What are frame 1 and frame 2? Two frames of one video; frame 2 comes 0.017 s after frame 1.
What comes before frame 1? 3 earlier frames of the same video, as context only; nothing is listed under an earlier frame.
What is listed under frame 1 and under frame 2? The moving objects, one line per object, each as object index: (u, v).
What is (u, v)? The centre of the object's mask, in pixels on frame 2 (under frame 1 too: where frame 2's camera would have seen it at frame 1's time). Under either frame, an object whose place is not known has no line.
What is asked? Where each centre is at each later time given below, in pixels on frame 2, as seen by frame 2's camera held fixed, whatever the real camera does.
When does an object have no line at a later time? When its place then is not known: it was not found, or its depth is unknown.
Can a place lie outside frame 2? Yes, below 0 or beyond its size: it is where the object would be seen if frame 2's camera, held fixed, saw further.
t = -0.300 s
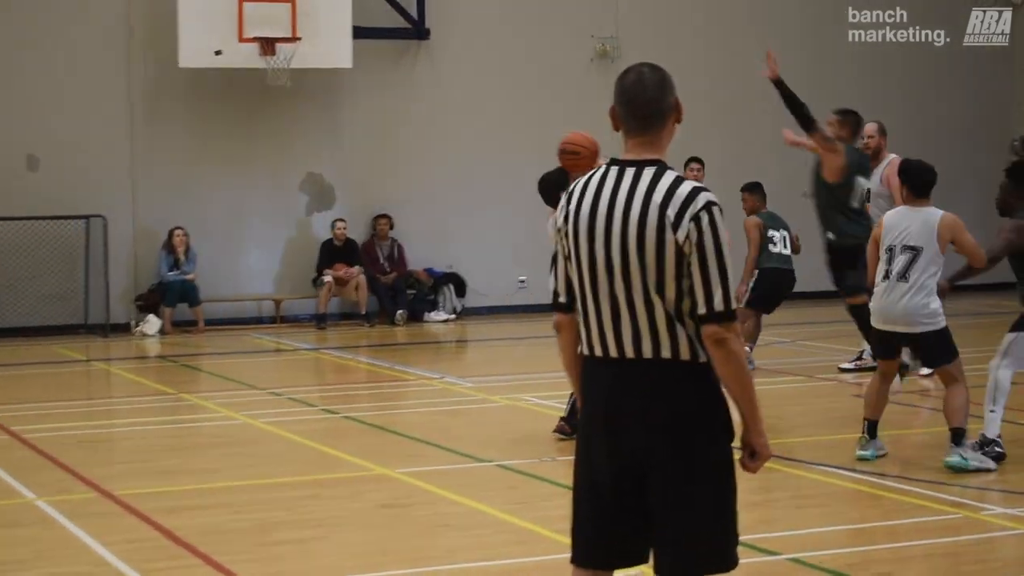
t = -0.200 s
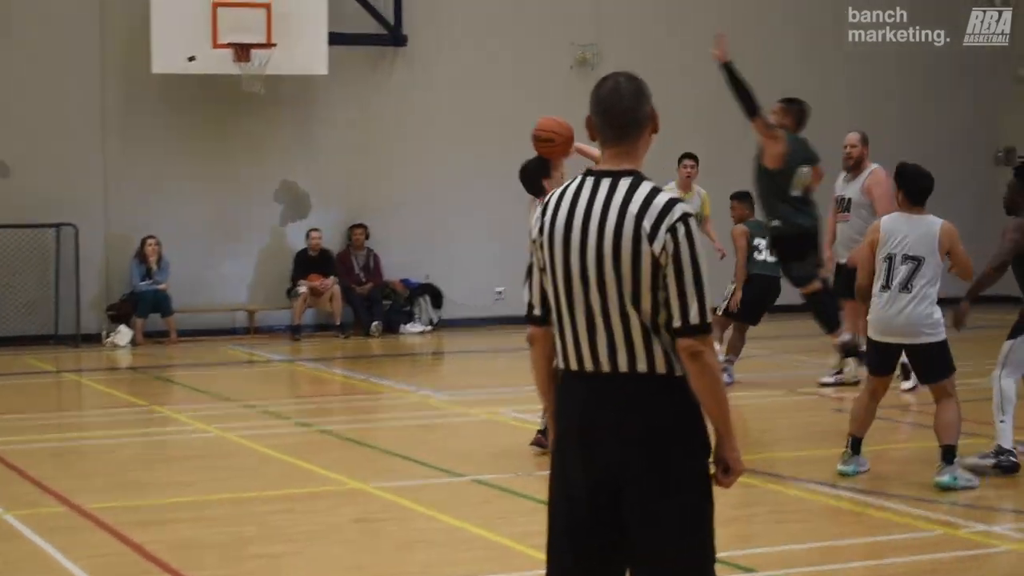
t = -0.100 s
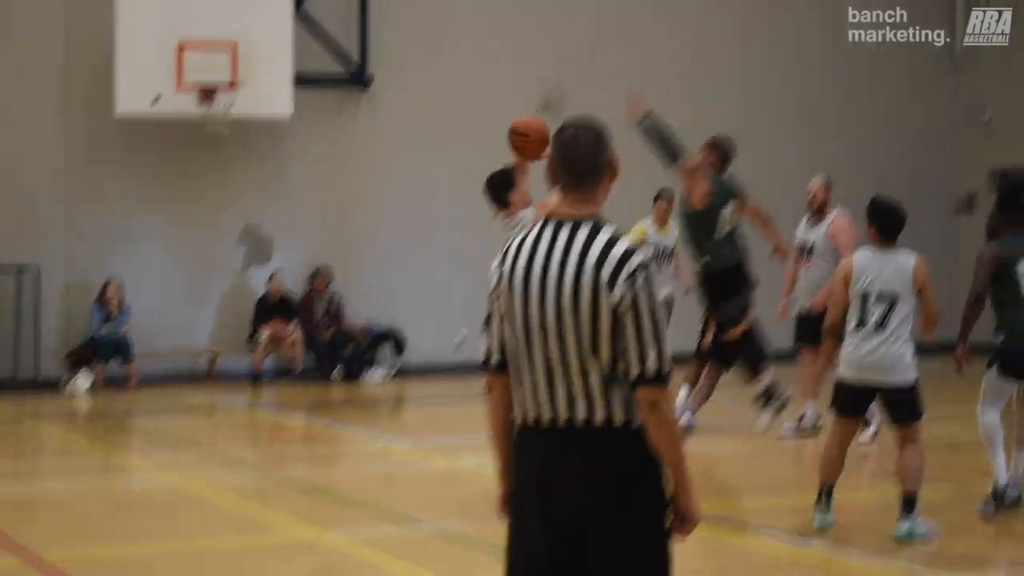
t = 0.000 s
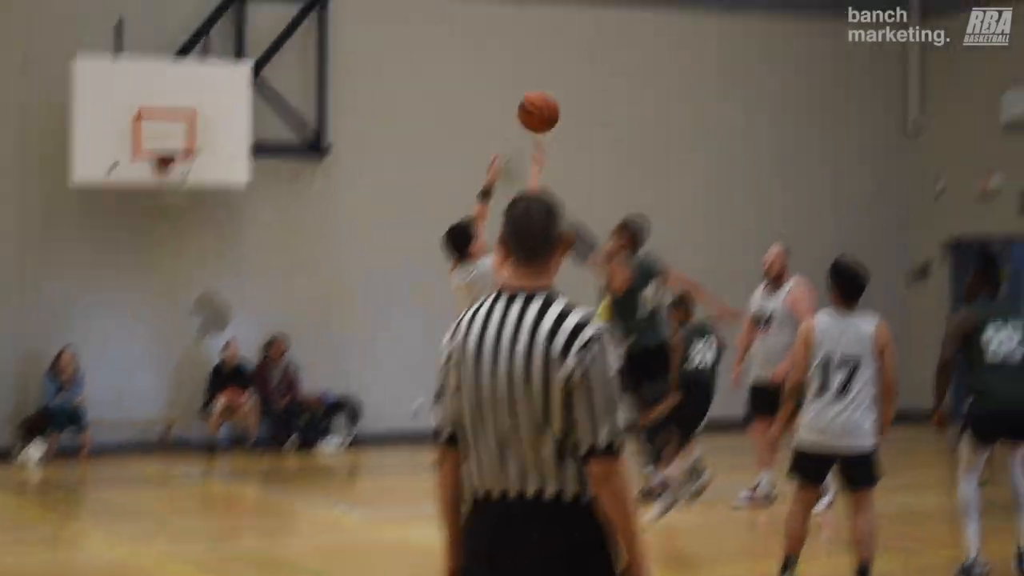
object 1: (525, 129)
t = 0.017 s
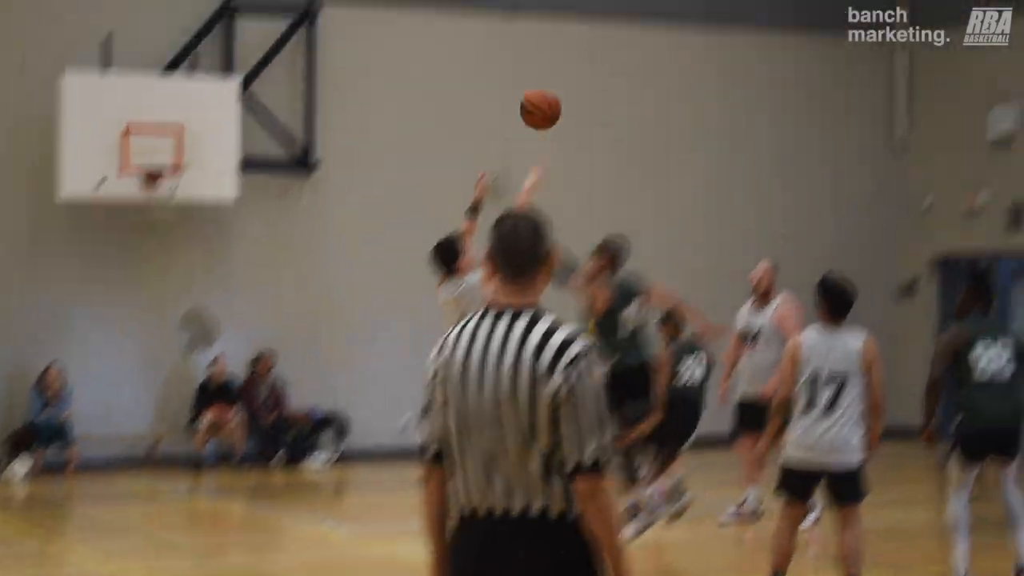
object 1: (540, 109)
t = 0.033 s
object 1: (555, 90)
